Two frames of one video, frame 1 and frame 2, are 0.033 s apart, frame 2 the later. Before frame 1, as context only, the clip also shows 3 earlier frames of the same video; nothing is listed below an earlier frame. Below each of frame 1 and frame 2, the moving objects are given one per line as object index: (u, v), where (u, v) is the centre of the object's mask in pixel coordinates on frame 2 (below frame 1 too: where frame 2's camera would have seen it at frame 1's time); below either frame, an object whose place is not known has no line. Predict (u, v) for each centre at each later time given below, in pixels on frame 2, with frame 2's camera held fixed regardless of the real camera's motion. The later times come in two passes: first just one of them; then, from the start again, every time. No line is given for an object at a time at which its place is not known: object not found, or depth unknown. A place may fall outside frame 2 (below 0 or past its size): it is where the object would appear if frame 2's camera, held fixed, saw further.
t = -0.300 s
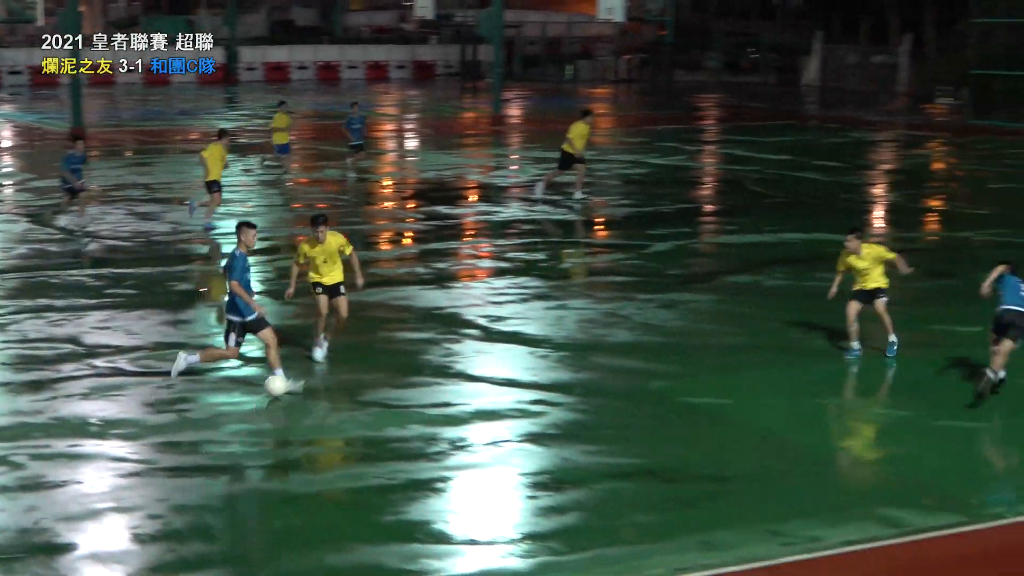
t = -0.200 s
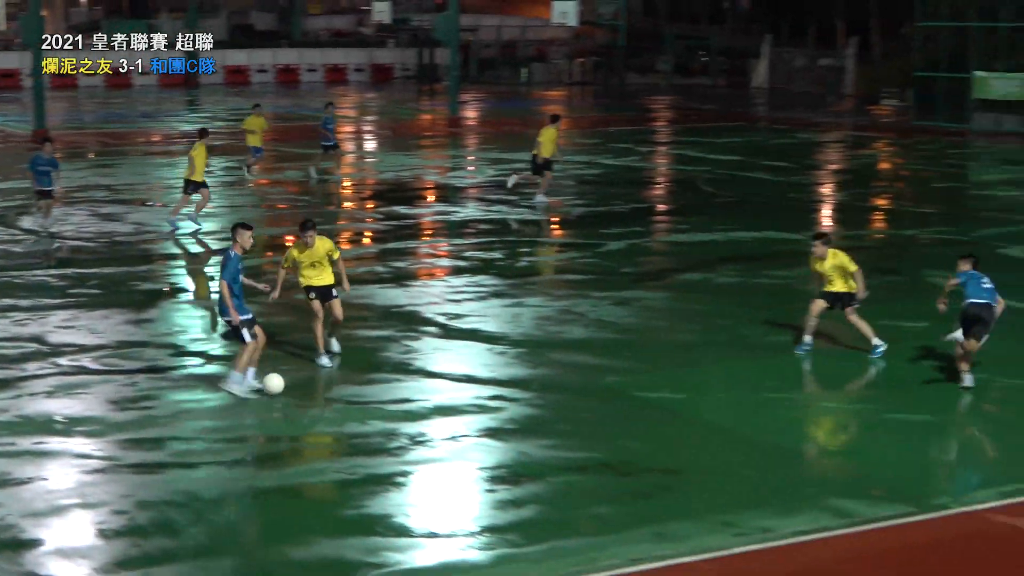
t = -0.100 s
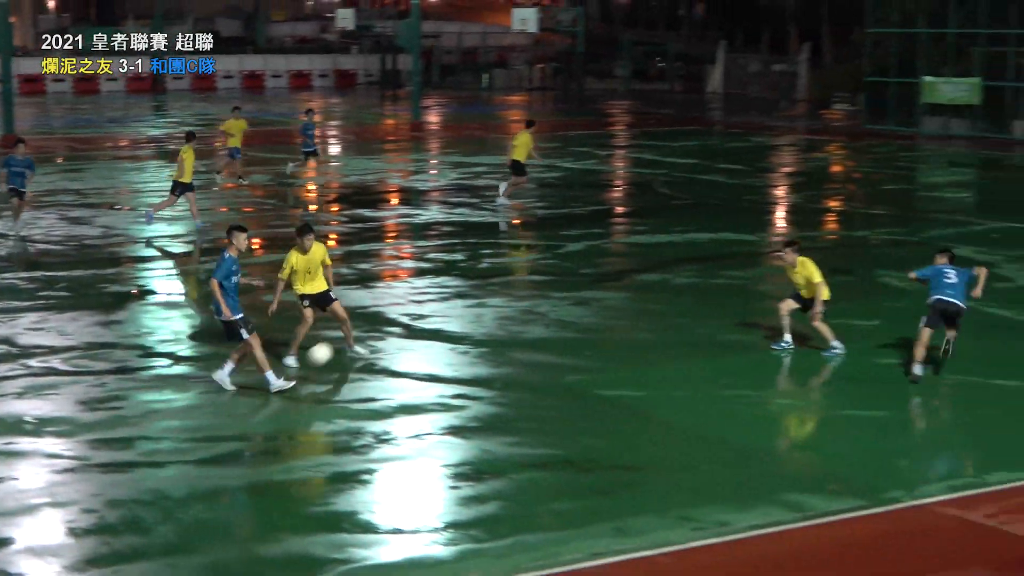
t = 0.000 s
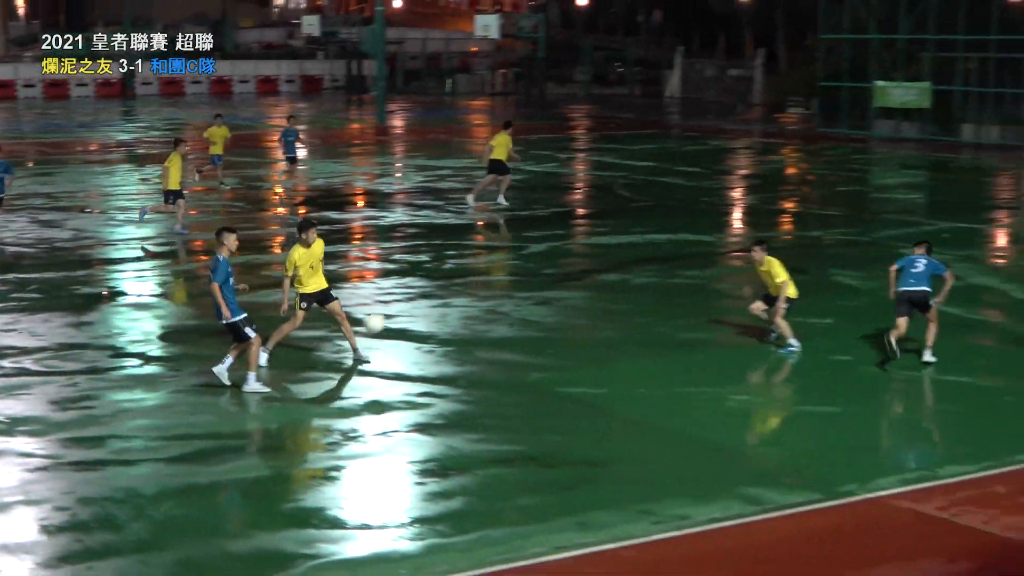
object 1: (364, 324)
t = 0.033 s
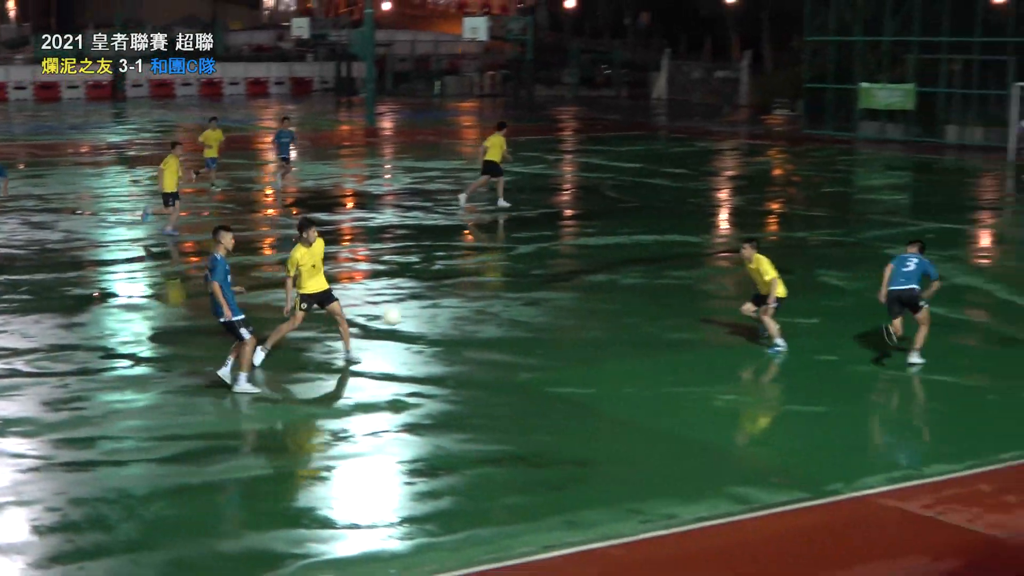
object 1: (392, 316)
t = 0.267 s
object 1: (561, 292)
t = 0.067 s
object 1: (419, 308)
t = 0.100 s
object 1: (444, 303)
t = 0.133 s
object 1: (469, 299)
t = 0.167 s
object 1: (493, 296)
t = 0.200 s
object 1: (516, 294)
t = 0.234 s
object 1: (539, 293)
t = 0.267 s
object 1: (561, 292)
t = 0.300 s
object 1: (582, 292)
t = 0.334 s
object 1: (602, 294)
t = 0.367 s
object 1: (622, 296)
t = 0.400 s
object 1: (642, 299)
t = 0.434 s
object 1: (661, 303)
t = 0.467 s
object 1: (679, 308)
